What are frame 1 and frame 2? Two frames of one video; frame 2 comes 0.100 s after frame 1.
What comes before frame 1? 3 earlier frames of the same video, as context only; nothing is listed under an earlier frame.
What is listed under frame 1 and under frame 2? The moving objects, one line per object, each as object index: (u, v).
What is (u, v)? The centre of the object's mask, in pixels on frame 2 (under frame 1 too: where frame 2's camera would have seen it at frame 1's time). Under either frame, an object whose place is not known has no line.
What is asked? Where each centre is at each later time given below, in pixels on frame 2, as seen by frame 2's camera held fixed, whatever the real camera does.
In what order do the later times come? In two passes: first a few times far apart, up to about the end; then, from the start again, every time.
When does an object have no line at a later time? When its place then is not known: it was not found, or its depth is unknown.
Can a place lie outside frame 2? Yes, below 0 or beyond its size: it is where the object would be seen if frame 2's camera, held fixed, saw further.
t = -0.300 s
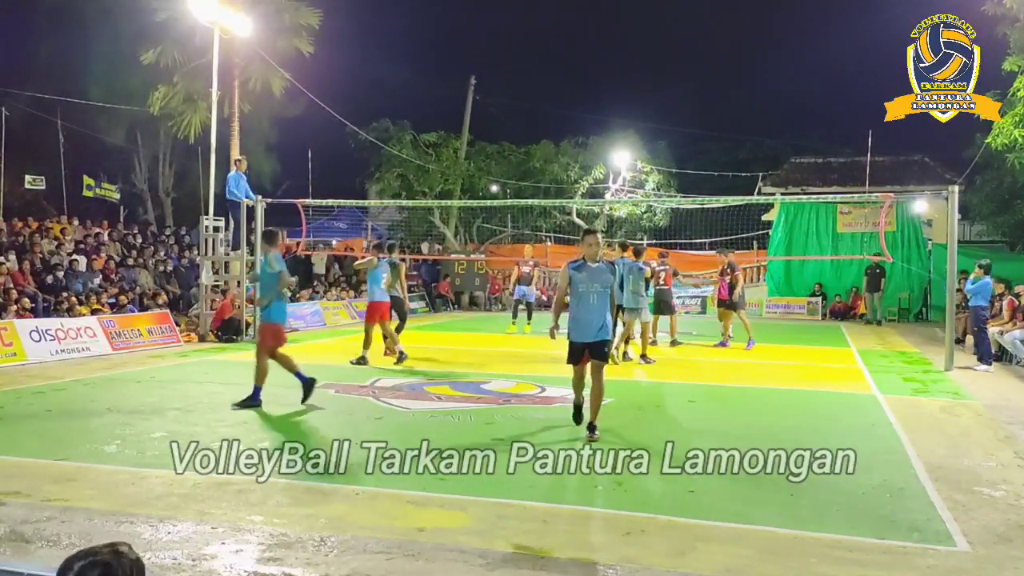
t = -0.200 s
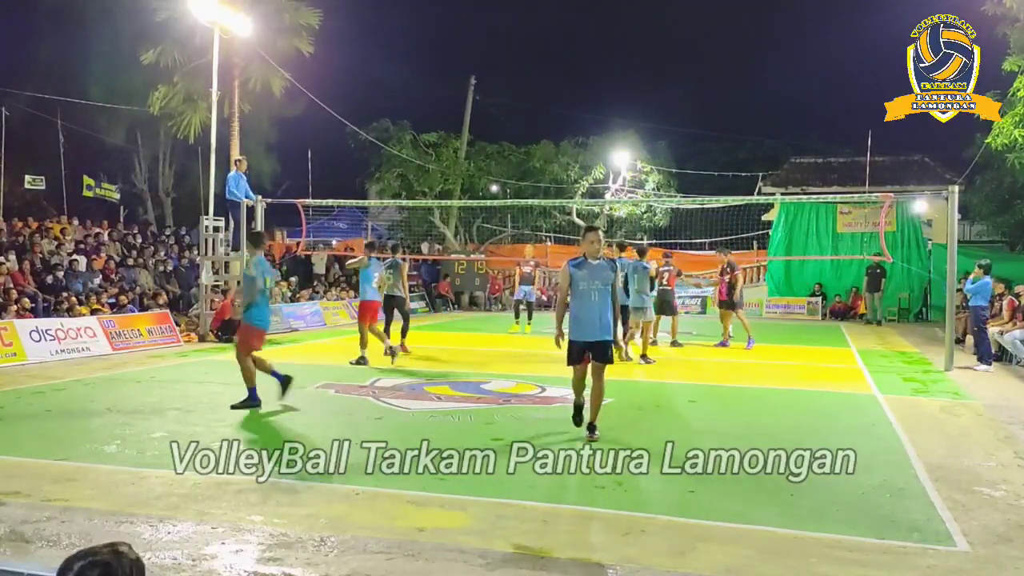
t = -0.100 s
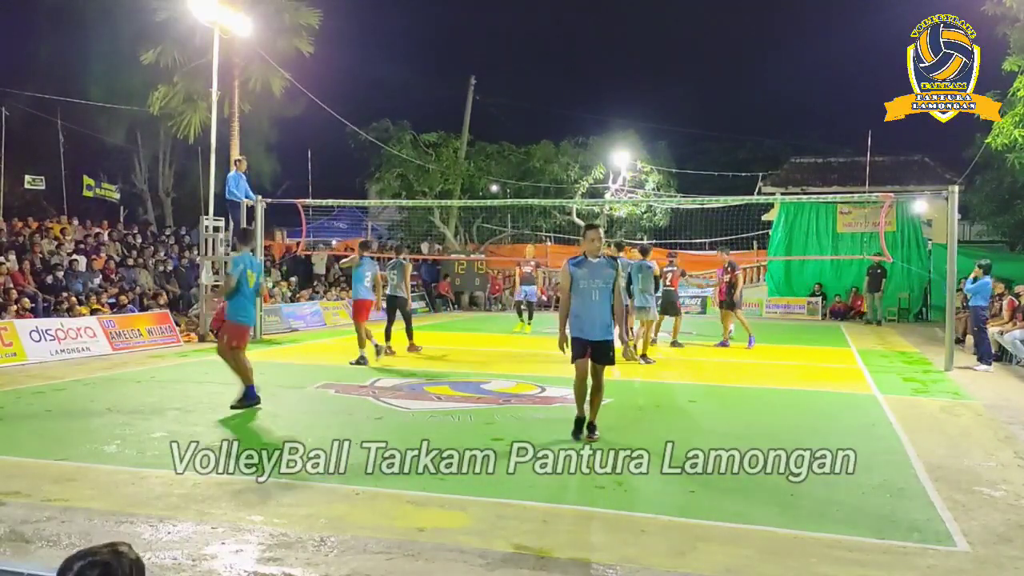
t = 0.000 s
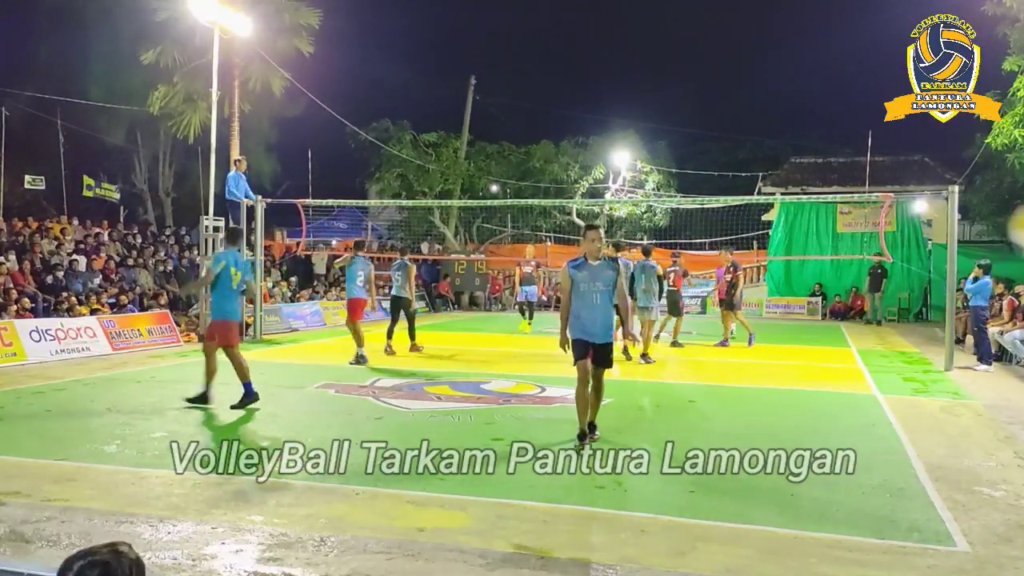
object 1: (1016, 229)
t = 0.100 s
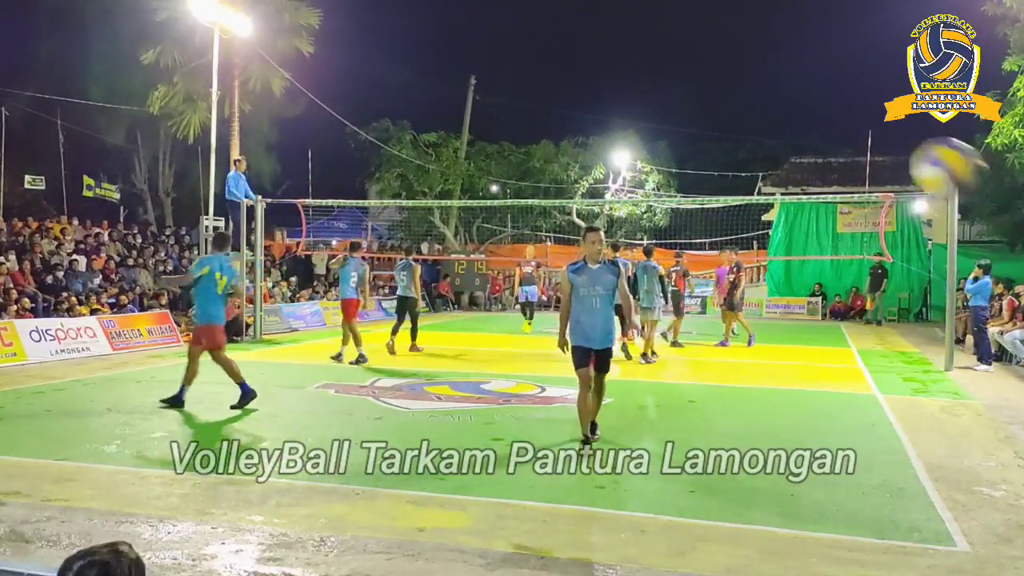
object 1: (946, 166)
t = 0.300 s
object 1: (802, 136)
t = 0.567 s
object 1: (679, 211)
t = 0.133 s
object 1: (919, 155)
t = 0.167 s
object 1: (892, 146)
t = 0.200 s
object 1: (865, 138)
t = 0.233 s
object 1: (843, 135)
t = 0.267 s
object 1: (822, 134)
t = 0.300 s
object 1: (802, 136)
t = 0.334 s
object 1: (782, 139)
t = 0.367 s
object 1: (765, 145)
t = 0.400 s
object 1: (748, 152)
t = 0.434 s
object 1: (733, 161)
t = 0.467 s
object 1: (718, 171)
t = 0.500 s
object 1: (704, 182)
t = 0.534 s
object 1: (691, 196)
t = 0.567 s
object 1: (679, 211)
